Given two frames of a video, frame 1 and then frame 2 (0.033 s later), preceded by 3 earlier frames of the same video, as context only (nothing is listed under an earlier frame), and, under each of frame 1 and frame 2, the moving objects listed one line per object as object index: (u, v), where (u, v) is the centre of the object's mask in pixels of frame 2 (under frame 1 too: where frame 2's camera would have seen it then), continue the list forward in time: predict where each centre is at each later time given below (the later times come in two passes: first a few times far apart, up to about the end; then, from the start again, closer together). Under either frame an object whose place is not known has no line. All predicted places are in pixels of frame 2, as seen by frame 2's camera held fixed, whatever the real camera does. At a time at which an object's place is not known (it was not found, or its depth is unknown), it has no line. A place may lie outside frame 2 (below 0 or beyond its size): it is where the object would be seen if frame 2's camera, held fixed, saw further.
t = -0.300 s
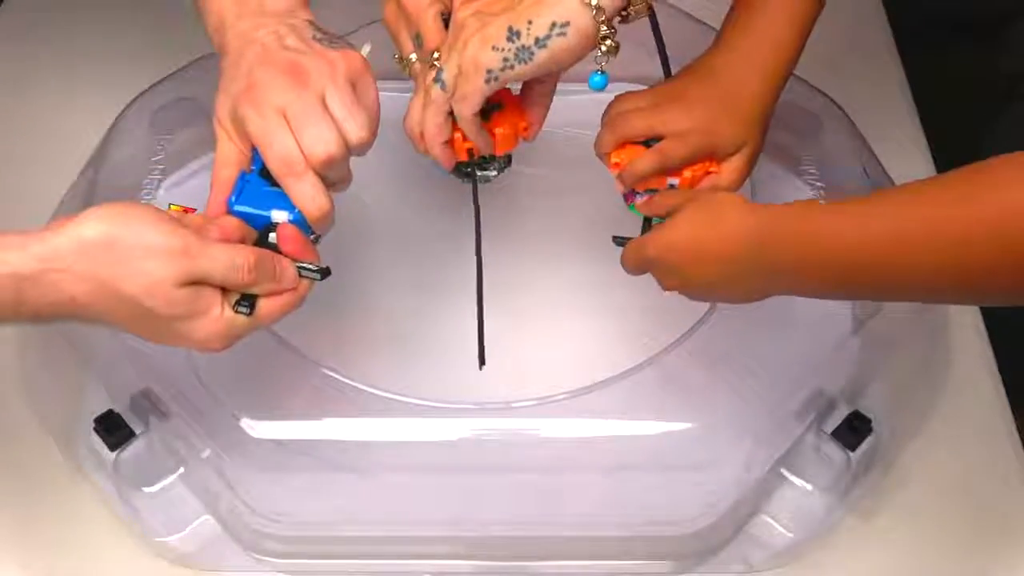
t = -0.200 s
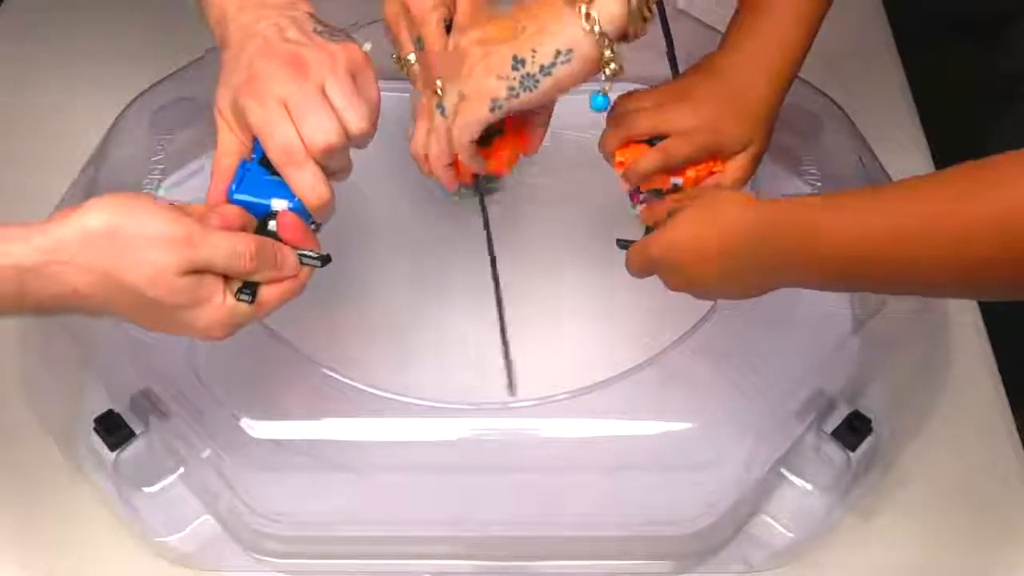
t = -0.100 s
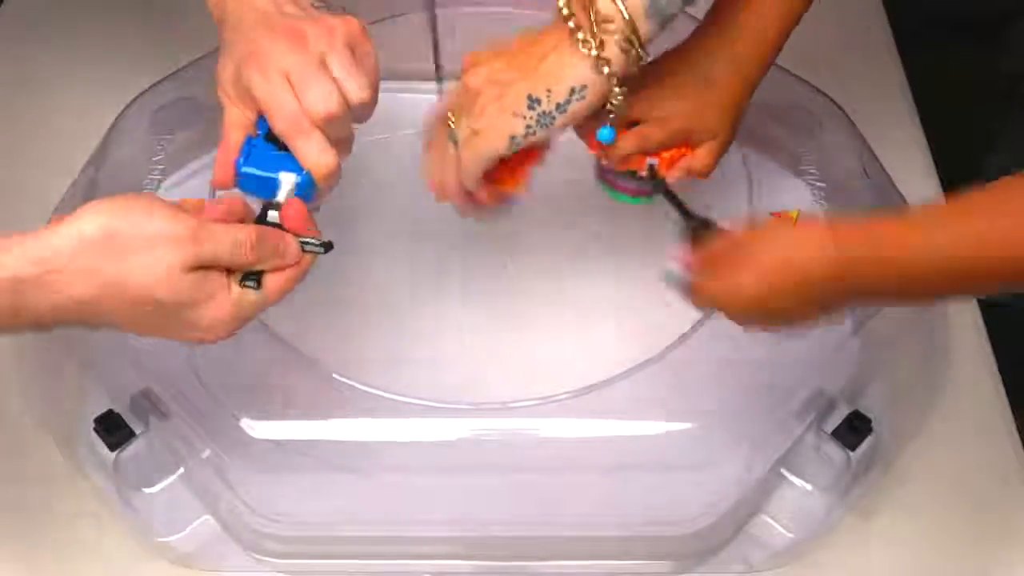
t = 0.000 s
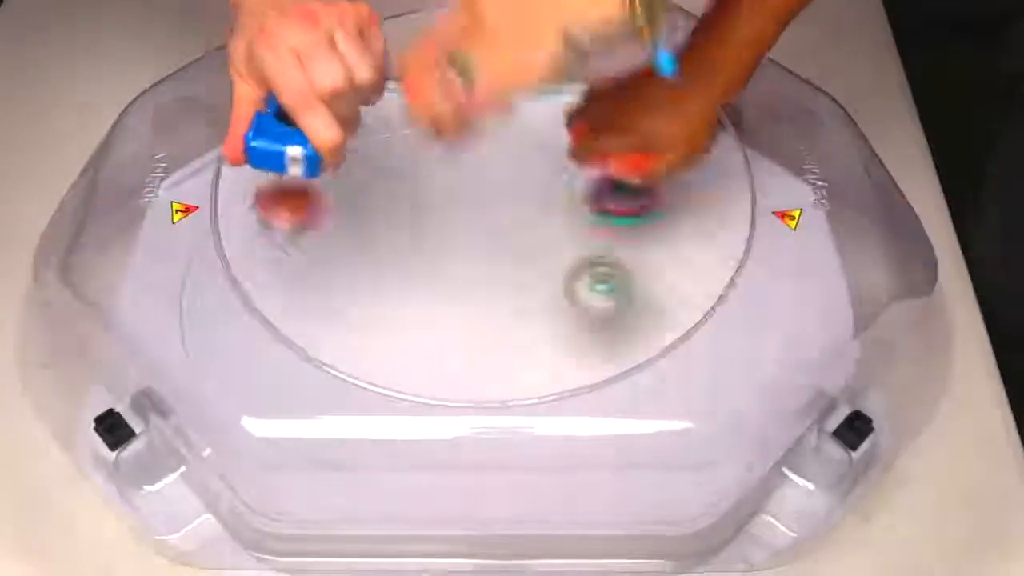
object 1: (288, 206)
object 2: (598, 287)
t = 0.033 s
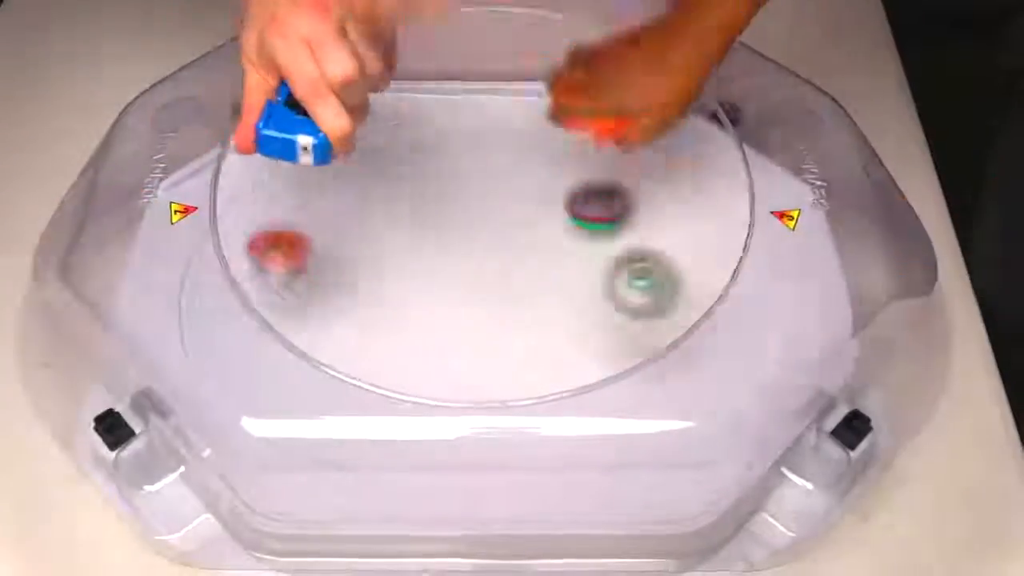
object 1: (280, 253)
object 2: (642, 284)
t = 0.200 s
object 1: (252, 218)
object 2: (779, 384)
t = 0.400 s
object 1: (286, 246)
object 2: (685, 290)
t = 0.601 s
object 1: (338, 264)
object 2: (559, 188)
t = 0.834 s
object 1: (387, 257)
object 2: (475, 158)
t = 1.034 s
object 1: (399, 232)
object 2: (469, 205)
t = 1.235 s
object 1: (390, 207)
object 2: (520, 270)
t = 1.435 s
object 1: (377, 182)
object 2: (617, 300)
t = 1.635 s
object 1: (357, 157)
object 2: (737, 299)
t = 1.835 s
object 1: (347, 161)
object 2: (799, 278)
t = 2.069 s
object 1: (377, 195)
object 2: (791, 262)
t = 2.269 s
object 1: (446, 232)
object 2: (738, 270)
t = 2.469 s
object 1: (530, 259)
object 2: (684, 309)
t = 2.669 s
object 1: (620, 259)
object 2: (649, 348)
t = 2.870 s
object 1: (682, 256)
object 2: (612, 363)
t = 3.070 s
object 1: (741, 257)
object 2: (562, 367)
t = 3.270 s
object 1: (776, 252)
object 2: (509, 357)
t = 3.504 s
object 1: (775, 253)
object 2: (443, 328)
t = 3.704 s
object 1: (758, 274)
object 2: (385, 300)
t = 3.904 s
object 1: (714, 301)
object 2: (329, 273)
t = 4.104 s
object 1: (669, 327)
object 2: (277, 247)
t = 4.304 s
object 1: (625, 343)
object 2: (260, 232)
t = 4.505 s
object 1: (562, 348)
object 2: (258, 221)
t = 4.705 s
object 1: (505, 352)
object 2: (279, 220)
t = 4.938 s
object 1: (438, 342)
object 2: (321, 226)
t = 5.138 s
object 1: (382, 328)
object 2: (375, 248)
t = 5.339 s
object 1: (338, 313)
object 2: (446, 277)
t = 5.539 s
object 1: (306, 292)
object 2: (535, 297)
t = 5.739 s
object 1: (290, 276)
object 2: (622, 300)
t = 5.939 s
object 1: (288, 263)
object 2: (691, 299)
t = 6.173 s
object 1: (305, 247)
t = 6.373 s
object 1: (329, 236)
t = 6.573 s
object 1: (358, 236)
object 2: (709, 294)
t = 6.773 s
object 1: (409, 252)
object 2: (662, 296)
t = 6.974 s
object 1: (477, 261)
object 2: (601, 295)
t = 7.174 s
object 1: (510, 249)
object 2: (555, 310)
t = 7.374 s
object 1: (527, 258)
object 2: (521, 314)
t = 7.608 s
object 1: (574, 282)
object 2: (484, 320)
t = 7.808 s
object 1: (625, 297)
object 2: (453, 313)
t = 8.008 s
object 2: (415, 294)
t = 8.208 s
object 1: (694, 304)
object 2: (383, 278)
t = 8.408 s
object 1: (685, 299)
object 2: (363, 269)
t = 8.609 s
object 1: (638, 297)
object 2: (361, 265)
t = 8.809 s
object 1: (573, 293)
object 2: (373, 266)
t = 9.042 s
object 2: (417, 273)
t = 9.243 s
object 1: (457, 323)
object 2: (418, 261)
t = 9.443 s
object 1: (457, 345)
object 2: (418, 250)
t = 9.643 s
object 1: (468, 338)
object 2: (437, 259)
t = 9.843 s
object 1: (476, 335)
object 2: (458, 245)
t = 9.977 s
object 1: (483, 335)
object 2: (459, 233)
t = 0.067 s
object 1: (278, 301)
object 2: (685, 287)
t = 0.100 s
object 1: (264, 269)
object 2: (733, 311)
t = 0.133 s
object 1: (258, 246)
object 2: (753, 348)
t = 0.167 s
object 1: (253, 228)
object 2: (764, 386)
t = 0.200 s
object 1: (252, 218)
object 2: (779, 384)
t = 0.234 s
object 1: (256, 221)
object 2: (775, 360)
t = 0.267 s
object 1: (262, 233)
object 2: (763, 343)
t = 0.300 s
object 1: (274, 261)
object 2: (742, 333)
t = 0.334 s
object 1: (283, 280)
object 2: (726, 340)
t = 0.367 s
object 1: (282, 260)
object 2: (708, 324)
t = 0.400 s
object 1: (286, 246)
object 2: (685, 290)
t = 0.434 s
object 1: (291, 246)
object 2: (664, 268)
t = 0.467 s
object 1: (299, 254)
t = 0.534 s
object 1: (320, 271)
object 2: (602, 215)
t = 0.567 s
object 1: (327, 262)
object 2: (584, 199)
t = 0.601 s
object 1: (338, 264)
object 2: (559, 188)
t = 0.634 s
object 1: (347, 275)
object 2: (545, 174)
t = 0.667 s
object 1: (353, 269)
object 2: (530, 164)
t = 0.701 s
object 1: (363, 265)
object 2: (512, 159)
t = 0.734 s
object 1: (372, 270)
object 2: (501, 153)
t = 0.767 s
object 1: (376, 262)
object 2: (491, 154)
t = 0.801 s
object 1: (383, 261)
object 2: (481, 154)
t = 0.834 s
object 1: (387, 257)
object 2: (475, 158)
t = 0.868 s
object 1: (390, 253)
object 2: (469, 162)
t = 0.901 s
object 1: (394, 250)
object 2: (465, 169)
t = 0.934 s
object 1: (396, 245)
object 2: (464, 177)
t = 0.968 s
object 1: (398, 243)
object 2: (463, 185)
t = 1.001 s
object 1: (399, 237)
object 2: (466, 195)
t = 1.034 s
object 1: (399, 232)
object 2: (469, 205)
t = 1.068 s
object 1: (399, 229)
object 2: (474, 215)
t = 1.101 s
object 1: (398, 222)
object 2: (482, 228)
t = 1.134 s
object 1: (396, 219)
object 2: (488, 238)
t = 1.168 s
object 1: (395, 215)
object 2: (497, 249)
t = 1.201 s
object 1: (391, 211)
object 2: (510, 262)
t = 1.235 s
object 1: (390, 207)
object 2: (520, 270)
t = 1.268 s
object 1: (389, 204)
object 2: (531, 278)
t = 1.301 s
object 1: (386, 199)
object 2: (549, 287)
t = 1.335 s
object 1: (385, 196)
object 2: (563, 291)
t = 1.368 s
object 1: (383, 192)
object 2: (578, 295)
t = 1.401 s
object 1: (380, 187)
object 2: (601, 299)
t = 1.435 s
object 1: (377, 182)
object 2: (617, 300)
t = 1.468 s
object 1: (374, 177)
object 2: (635, 300)
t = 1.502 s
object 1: (370, 171)
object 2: (660, 302)
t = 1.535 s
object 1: (367, 167)
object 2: (677, 301)
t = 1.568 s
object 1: (364, 163)
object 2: (697, 301)
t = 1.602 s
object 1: (360, 159)
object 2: (720, 300)
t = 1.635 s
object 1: (357, 157)
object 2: (737, 299)
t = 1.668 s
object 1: (355, 156)
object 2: (754, 297)
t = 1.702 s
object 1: (351, 155)
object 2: (774, 294)
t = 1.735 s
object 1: (350, 155)
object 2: (786, 292)
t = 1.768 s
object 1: (349, 156)
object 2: (793, 286)
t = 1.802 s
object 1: (347, 159)
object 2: (797, 282)
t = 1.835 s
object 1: (347, 161)
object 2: (799, 278)
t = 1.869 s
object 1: (347, 164)
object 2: (801, 275)
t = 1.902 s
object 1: (349, 169)
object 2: (801, 271)
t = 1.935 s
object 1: (352, 173)
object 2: (800, 268)
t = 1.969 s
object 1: (356, 177)
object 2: (799, 266)
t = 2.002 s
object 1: (362, 184)
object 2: (796, 264)
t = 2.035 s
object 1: (369, 189)
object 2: (793, 263)
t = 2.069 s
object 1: (377, 195)
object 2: (791, 262)
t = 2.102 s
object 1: (388, 203)
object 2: (787, 263)
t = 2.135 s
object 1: (399, 209)
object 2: (781, 263)
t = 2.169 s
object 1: (409, 215)
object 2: (772, 263)
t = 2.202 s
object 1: (424, 223)
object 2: (758, 264)
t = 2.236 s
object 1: (435, 227)
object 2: (749, 267)
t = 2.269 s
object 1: (446, 232)
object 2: (738, 270)
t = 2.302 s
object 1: (462, 238)
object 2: (726, 277)
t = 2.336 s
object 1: (474, 242)
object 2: (719, 282)
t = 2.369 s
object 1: (487, 246)
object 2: (710, 288)
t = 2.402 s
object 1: (504, 252)
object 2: (701, 296)
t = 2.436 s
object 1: (516, 255)
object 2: (692, 303)
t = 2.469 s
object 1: (530, 259)
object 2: (684, 309)
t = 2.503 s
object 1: (550, 262)
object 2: (675, 318)
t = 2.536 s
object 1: (564, 263)
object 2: (669, 325)
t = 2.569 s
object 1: (578, 263)
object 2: (664, 330)
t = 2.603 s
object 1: (597, 262)
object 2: (657, 338)
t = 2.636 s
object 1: (609, 260)
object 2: (653, 343)
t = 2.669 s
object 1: (620, 259)
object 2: (649, 348)
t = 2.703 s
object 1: (635, 258)
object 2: (643, 352)
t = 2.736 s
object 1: (644, 257)
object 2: (639, 354)
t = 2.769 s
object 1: (653, 257)
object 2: (634, 357)
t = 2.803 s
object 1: (664, 256)
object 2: (626, 360)
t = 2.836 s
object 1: (673, 256)
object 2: (619, 362)
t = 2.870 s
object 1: (682, 256)
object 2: (612, 363)
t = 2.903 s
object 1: (692, 256)
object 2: (603, 363)
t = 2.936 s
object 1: (701, 256)
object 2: (595, 365)
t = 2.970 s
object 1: (711, 257)
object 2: (587, 366)
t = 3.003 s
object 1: (719, 256)
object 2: (579, 367)
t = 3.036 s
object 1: (729, 257)
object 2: (571, 367)
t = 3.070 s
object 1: (741, 257)
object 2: (562, 367)
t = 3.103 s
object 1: (748, 258)
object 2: (553, 366)
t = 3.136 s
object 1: (756, 257)
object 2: (545, 365)
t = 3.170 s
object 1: (764, 255)
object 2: (535, 364)
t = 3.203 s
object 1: (772, 254)
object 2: (527, 363)
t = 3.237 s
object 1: (777, 252)
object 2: (520, 361)
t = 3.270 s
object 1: (776, 252)
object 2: (509, 357)
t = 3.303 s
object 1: (774, 252)
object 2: (500, 354)
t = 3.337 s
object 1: (773, 251)
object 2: (492, 351)
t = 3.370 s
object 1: (773, 251)
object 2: (481, 346)
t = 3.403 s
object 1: (773, 251)
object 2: (472, 342)
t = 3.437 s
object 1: (774, 251)
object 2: (463, 337)
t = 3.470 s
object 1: (775, 252)
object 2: (452, 332)
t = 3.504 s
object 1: (775, 253)
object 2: (443, 328)
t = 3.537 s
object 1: (775, 256)
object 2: (434, 324)
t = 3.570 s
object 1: (774, 258)
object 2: (421, 319)
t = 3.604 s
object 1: (772, 262)
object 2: (413, 314)
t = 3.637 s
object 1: (770, 266)
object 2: (405, 309)
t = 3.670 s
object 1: (763, 271)
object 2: (394, 304)
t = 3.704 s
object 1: (758, 274)
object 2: (385, 300)
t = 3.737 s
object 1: (753, 276)
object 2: (377, 297)
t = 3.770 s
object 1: (742, 283)
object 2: (365, 291)
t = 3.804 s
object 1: (736, 287)
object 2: (357, 287)
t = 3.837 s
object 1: (729, 291)
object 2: (347, 282)
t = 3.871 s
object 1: (719, 296)
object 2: (337, 278)
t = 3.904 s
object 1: (714, 301)
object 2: (329, 273)
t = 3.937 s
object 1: (707, 305)
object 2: (321, 268)
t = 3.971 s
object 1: (699, 309)
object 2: (309, 261)
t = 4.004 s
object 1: (692, 313)
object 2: (299, 257)
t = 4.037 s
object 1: (685, 318)
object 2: (291, 253)
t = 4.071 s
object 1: (676, 323)
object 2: (283, 250)
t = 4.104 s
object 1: (669, 327)
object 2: (277, 247)
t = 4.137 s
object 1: (663, 329)
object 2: (273, 244)
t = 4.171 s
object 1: (655, 334)
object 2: (268, 241)
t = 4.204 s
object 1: (649, 336)
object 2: (266, 239)
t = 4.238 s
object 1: (641, 338)
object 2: (263, 237)
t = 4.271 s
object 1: (631, 342)
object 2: (261, 234)
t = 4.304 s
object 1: (625, 343)
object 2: (260, 232)
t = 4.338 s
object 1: (615, 344)
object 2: (259, 230)
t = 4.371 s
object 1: (601, 344)
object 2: (258, 228)
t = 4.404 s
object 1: (593, 345)
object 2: (257, 225)
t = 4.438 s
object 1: (583, 346)
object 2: (257, 224)
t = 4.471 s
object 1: (571, 347)
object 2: (257, 222)
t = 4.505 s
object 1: (562, 348)
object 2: (258, 221)
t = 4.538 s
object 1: (554, 349)
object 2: (259, 221)
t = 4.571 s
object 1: (543, 351)
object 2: (262, 220)
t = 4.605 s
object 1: (534, 351)
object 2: (265, 220)
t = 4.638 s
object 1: (525, 352)
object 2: (268, 221)
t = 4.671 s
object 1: (514, 352)
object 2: (274, 220)
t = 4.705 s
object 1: (505, 352)
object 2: (279, 220)
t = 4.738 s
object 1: (496, 351)
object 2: (283, 220)
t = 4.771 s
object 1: (484, 350)
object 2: (290, 220)
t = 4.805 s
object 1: (474, 349)
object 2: (296, 220)
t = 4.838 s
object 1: (466, 348)
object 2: (301, 221)
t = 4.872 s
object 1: (454, 346)
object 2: (309, 222)
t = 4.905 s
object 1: (446, 344)
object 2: (315, 224)
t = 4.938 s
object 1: (438, 342)
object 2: (321, 226)
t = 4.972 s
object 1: (427, 339)
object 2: (330, 229)
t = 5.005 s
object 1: (418, 337)
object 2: (338, 232)
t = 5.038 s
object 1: (411, 335)
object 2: (345, 235)
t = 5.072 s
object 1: (399, 332)
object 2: (357, 241)
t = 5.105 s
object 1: (390, 329)
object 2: (366, 244)
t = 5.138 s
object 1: (382, 328)
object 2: (375, 248)
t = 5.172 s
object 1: (371, 325)
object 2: (388, 254)
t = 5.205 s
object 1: (364, 323)
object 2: (396, 257)
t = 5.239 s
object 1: (357, 321)
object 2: (407, 262)
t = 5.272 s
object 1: (349, 319)
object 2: (421, 269)
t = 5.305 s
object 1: (343, 316)
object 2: (433, 274)
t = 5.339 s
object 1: (338, 313)
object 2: (446, 277)
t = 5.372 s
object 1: (331, 310)
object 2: (463, 282)
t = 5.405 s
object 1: (325, 306)
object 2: (476, 284)
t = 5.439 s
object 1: (321, 303)
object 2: (491, 287)
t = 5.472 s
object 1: (315, 299)
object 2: (510, 291)
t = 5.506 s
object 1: (310, 296)
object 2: (523, 294)
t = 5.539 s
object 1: (306, 292)
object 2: (535, 297)
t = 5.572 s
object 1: (302, 289)
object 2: (554, 299)
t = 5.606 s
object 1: (298, 286)
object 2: (566, 301)
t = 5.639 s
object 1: (295, 283)
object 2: (580, 302)
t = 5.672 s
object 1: (293, 280)
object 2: (597, 301)
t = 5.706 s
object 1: (291, 278)
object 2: (609, 300)
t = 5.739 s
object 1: (290, 276)
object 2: (622, 300)
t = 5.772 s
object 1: (288, 274)
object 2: (637, 300)
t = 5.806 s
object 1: (288, 272)
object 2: (647, 301)
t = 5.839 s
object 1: (288, 270)
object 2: (658, 301)
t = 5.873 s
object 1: (288, 268)
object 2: (673, 301)
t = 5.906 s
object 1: (288, 266)
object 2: (682, 301)
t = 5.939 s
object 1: (288, 263)
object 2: (691, 299)
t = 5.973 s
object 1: (290, 261)
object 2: (702, 299)
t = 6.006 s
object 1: (291, 259)
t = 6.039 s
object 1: (293, 257)
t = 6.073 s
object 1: (295, 254)
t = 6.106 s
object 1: (297, 252)
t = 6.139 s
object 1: (300, 250)
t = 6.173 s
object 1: (305, 247)
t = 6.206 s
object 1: (308, 245)
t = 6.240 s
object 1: (312, 244)
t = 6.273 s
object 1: (317, 241)
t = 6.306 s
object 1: (320, 239)
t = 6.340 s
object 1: (325, 237)
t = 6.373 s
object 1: (329, 236)
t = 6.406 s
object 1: (334, 235)
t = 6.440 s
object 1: (339, 234)
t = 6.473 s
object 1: (343, 234)
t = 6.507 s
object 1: (347, 234)
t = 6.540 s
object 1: (353, 235)
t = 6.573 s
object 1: (358, 236)
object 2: (709, 294)
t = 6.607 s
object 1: (364, 237)
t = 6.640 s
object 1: (373, 241)
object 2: (694, 296)
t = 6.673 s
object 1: (381, 243)
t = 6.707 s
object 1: (389, 245)
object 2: (681, 298)
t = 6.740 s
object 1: (401, 249)
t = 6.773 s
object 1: (409, 252)
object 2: (662, 296)
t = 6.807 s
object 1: (419, 254)
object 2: (654, 297)
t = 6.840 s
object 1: (432, 256)
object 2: (642, 296)
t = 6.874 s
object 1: (443, 258)
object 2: (634, 296)
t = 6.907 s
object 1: (453, 259)
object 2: (624, 296)
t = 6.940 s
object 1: (467, 260)
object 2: (610, 296)
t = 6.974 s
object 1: (477, 261)
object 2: (601, 295)
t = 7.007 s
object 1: (488, 263)
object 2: (589, 293)
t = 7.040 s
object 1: (500, 263)
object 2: (573, 292)
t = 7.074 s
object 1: (508, 262)
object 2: (565, 292)
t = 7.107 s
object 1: (509, 254)
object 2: (565, 299)
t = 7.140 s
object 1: (509, 249)
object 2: (559, 307)
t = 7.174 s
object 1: (510, 249)
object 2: (555, 310)
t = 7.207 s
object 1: (512, 247)
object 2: (550, 313)
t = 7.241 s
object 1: (514, 247)
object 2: (543, 314)
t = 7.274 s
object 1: (516, 249)
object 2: (537, 314)
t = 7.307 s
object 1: (520, 252)
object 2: (532, 315)
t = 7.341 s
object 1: (524, 256)
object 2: (525, 314)
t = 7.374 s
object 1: (527, 258)
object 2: (521, 314)
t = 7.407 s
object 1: (530, 260)
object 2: (516, 315)
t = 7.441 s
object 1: (536, 264)
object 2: (510, 316)
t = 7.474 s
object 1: (542, 265)
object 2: (505, 317)
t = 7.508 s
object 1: (550, 269)
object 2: (501, 318)
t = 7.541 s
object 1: (559, 275)
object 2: (495, 321)
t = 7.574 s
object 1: (566, 278)
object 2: (489, 320)
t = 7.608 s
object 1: (574, 282)
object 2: (484, 320)
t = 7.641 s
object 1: (583, 285)
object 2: (477, 320)
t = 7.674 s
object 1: (591, 288)
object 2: (474, 319)
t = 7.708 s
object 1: (599, 290)
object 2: (469, 319)
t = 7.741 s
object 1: (610, 293)
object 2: (463, 316)
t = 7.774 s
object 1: (618, 295)
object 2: (457, 315)
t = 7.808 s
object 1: (625, 297)
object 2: (453, 313)
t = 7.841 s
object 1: (635, 300)
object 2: (446, 310)
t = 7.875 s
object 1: (643, 302)
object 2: (441, 308)
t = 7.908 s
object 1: (651, 304)
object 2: (434, 305)
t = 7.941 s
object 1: (661, 306)
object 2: (427, 300)
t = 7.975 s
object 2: (421, 297)
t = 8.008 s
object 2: (415, 294)
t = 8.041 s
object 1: (679, 306)
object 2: (407, 289)
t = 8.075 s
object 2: (402, 286)
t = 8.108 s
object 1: (686, 305)
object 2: (398, 285)
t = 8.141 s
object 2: (392, 282)
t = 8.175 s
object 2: (387, 280)
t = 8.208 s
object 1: (694, 304)
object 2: (383, 278)
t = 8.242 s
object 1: (696, 302)
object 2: (378, 276)
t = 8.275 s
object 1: (696, 301)
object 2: (373, 275)
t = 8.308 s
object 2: (370, 274)
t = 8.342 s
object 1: (693, 300)
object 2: (366, 271)
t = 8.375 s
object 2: (364, 270)
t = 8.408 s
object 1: (685, 299)
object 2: (363, 269)
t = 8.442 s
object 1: (678, 298)
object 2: (362, 267)
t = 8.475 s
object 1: (670, 296)
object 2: (361, 266)
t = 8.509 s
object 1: (663, 295)
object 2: (361, 266)
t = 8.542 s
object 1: (653, 296)
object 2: (361, 265)
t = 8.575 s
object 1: (646, 297)
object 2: (360, 265)
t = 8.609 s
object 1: (638, 297)
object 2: (361, 265)
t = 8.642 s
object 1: (626, 296)
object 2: (361, 265)
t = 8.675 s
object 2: (362, 264)
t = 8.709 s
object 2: (363, 265)
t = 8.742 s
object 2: (366, 265)
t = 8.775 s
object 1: (585, 294)
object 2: (369, 266)
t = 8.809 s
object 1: (573, 293)
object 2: (373, 266)
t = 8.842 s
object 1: (558, 291)
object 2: (378, 267)
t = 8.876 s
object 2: (383, 268)
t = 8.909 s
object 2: (389, 270)
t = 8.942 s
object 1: (521, 294)
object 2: (397, 271)
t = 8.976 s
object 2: (403, 272)
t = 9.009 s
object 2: (409, 272)
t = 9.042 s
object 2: (417, 273)
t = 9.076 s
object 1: (481, 299)
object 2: (418, 271)
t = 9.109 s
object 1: (478, 303)
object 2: (417, 269)
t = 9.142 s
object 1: (471, 306)
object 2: (417, 268)
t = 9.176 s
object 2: (418, 266)
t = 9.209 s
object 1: (459, 312)
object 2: (419, 266)
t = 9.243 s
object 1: (457, 323)
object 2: (418, 261)
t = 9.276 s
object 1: (457, 329)
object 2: (416, 256)
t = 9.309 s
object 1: (456, 335)
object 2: (415, 252)
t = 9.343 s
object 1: (457, 339)
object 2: (414, 250)
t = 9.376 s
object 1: (456, 342)
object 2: (415, 250)
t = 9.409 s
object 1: (457, 343)
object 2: (415, 250)
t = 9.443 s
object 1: (457, 345)
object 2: (418, 250)
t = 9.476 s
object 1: (458, 346)
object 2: (420, 252)
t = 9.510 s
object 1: (460, 346)
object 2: (422, 252)
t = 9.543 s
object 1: (462, 345)
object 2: (427, 254)
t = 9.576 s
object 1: (464, 344)
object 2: (429, 255)
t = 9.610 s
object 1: (466, 341)
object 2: (433, 257)
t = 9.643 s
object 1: (468, 338)
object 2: (437, 259)
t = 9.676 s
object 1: (470, 335)
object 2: (439, 260)
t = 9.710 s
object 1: (472, 328)
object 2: (444, 263)
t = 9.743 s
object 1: (473, 325)
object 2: (448, 265)
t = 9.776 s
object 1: (474, 321)
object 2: (451, 267)
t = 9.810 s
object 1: (475, 329)
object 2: (455, 255)
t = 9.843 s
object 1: (476, 335)
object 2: (458, 245)
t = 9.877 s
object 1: (475, 337)
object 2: (458, 239)
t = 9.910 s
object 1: (476, 337)
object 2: (458, 234)
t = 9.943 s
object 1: (479, 337)
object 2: (458, 233)
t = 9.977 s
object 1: (483, 335)
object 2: (459, 233)
